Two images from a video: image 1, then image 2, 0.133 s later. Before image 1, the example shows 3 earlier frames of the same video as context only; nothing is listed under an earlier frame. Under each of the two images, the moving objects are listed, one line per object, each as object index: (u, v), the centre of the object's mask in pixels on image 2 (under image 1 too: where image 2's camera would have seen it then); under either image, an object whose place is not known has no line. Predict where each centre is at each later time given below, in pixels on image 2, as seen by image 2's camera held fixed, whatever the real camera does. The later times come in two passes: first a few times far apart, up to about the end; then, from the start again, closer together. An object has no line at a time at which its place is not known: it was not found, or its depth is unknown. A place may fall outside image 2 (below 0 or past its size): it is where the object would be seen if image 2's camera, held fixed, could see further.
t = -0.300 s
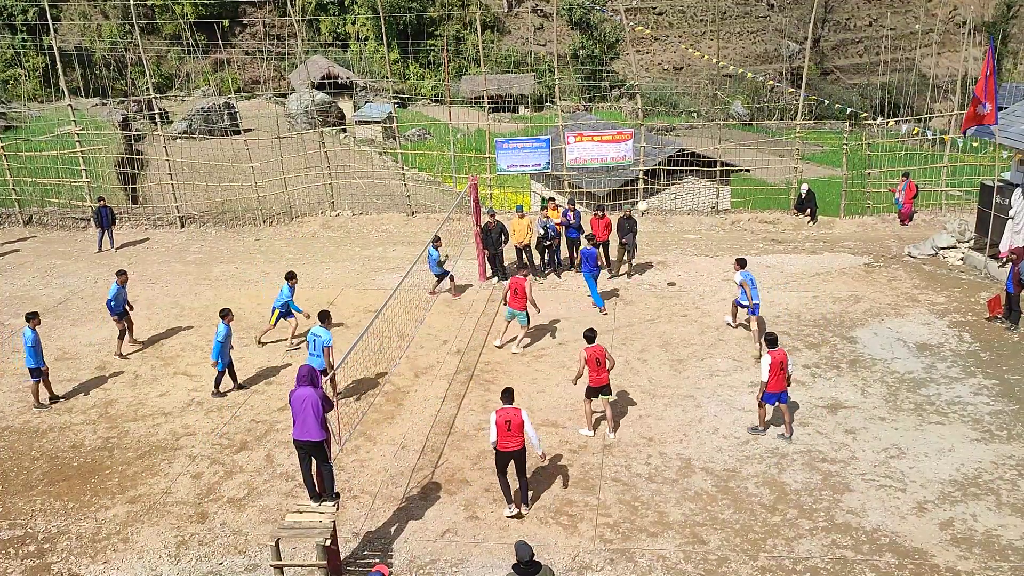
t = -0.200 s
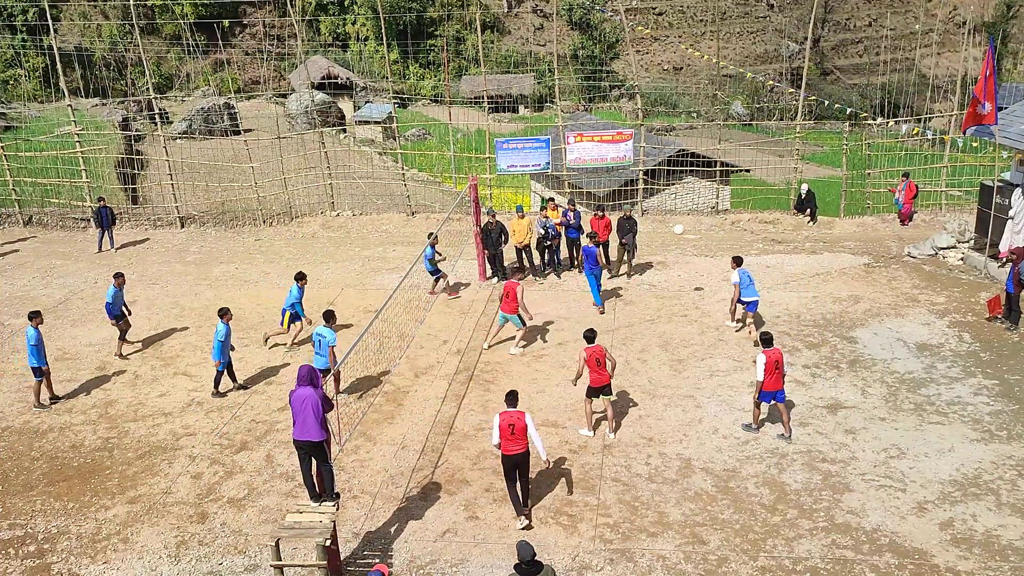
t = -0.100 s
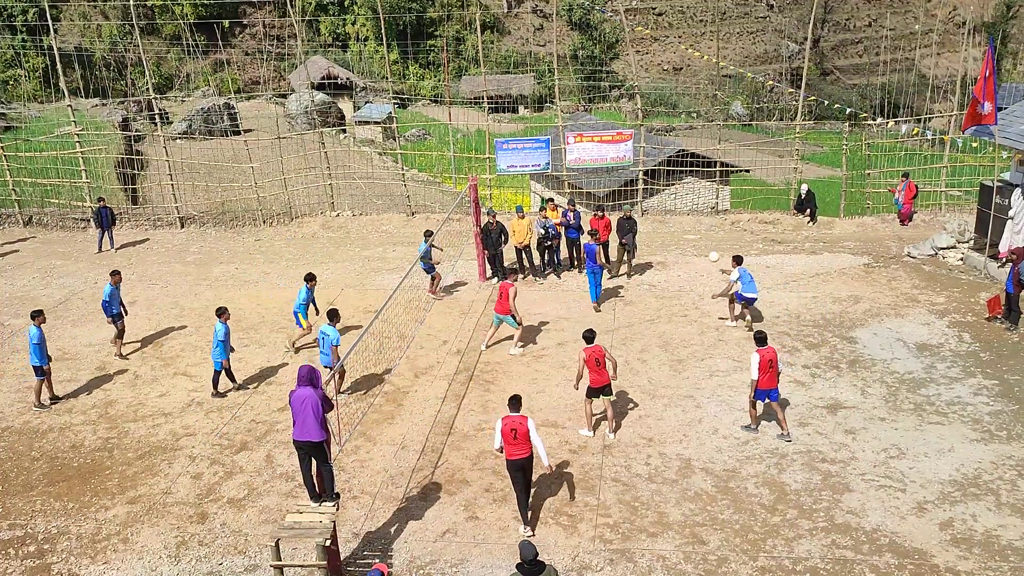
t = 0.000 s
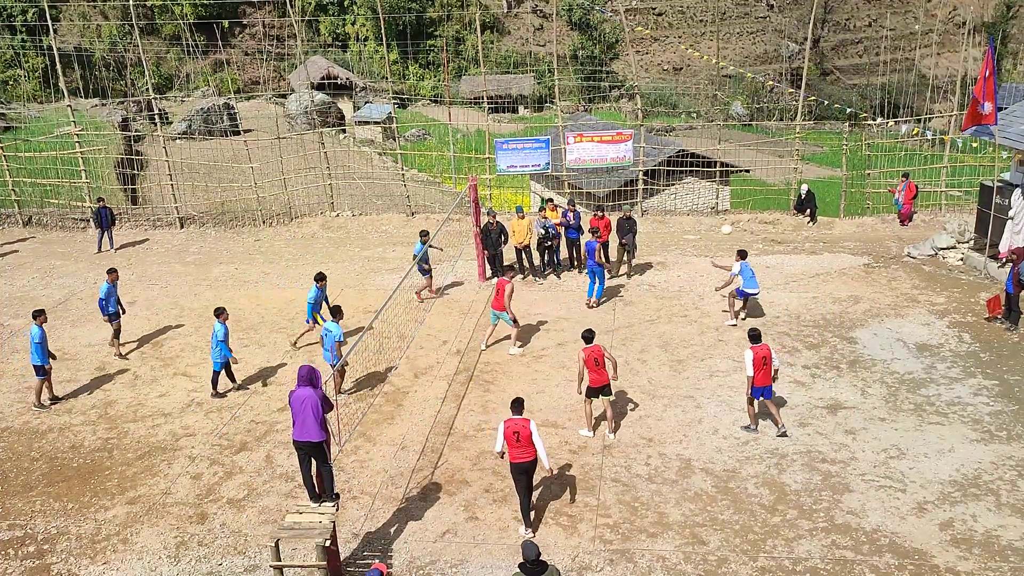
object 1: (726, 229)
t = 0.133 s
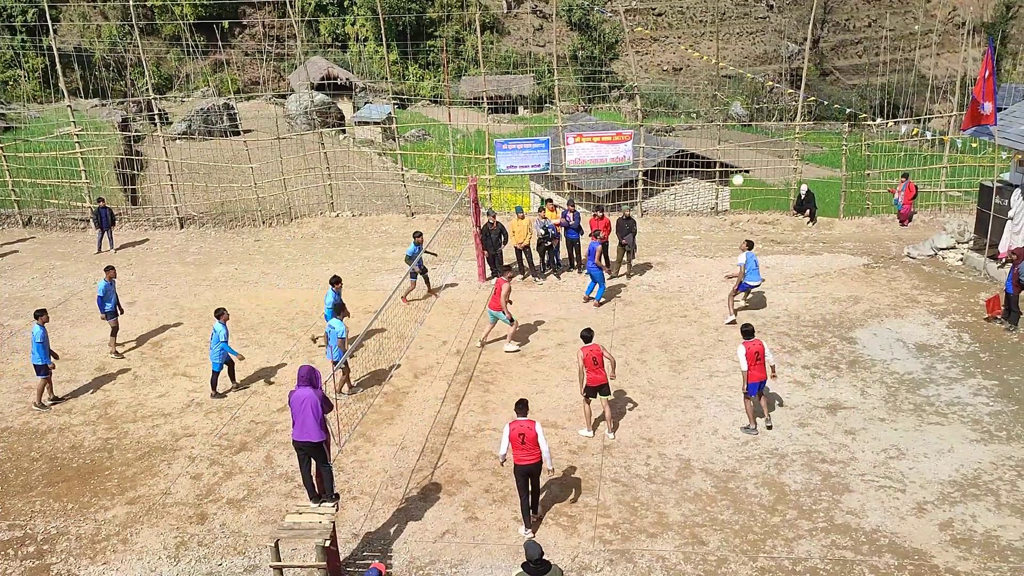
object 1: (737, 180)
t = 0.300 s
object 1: (754, 128)
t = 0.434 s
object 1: (767, 97)
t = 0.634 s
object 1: (787, 67)
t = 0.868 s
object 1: (810, 60)
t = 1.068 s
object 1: (829, 79)
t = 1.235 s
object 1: (843, 113)
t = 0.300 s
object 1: (754, 128)
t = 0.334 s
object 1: (757, 120)
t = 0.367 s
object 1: (760, 112)
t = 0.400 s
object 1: (763, 105)
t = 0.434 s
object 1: (767, 97)
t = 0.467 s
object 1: (770, 91)
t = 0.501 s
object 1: (773, 85)
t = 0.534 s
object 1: (776, 79)
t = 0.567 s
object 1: (780, 75)
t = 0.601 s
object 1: (783, 71)
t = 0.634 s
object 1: (787, 67)
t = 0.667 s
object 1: (790, 64)
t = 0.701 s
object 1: (794, 62)
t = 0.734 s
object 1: (797, 60)
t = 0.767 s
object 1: (800, 59)
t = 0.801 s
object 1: (804, 58)
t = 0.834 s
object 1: (807, 59)
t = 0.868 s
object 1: (810, 60)
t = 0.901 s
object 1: (814, 61)
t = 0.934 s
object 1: (816, 64)
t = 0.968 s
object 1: (820, 66)
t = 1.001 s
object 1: (823, 70)
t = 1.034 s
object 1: (826, 74)
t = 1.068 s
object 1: (829, 79)
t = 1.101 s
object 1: (832, 84)
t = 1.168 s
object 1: (837, 97)
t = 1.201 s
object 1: (840, 105)
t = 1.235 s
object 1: (843, 113)
